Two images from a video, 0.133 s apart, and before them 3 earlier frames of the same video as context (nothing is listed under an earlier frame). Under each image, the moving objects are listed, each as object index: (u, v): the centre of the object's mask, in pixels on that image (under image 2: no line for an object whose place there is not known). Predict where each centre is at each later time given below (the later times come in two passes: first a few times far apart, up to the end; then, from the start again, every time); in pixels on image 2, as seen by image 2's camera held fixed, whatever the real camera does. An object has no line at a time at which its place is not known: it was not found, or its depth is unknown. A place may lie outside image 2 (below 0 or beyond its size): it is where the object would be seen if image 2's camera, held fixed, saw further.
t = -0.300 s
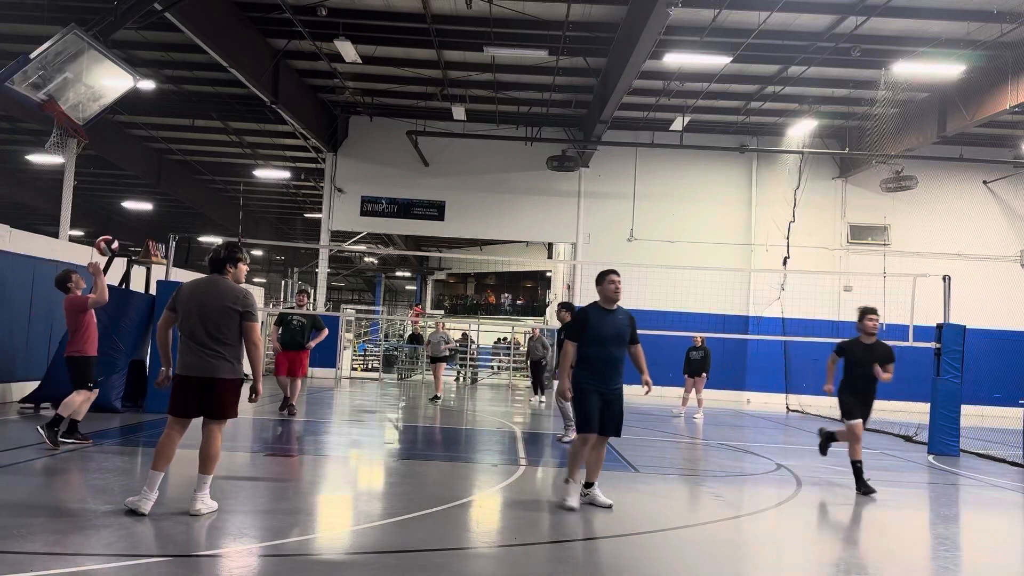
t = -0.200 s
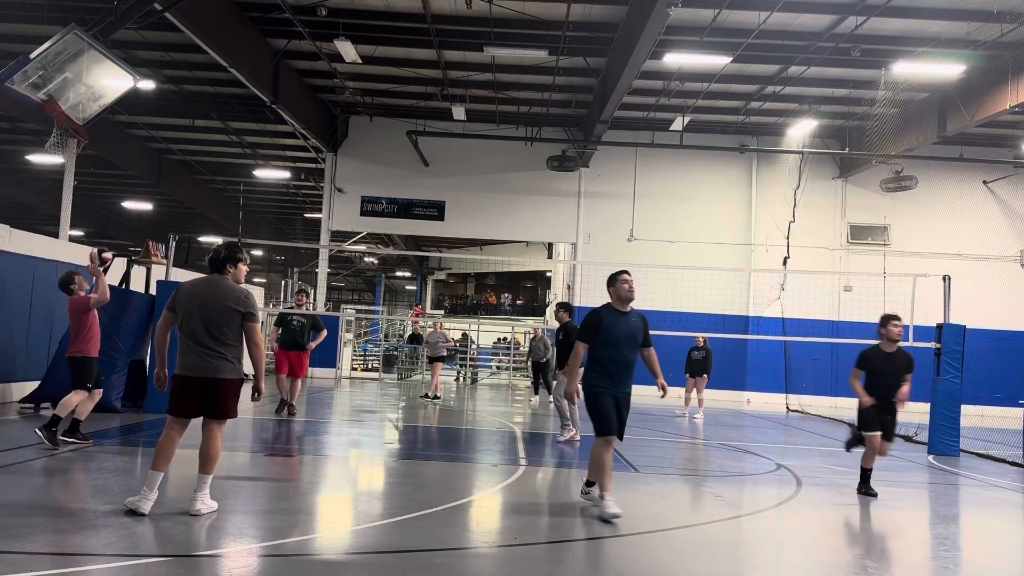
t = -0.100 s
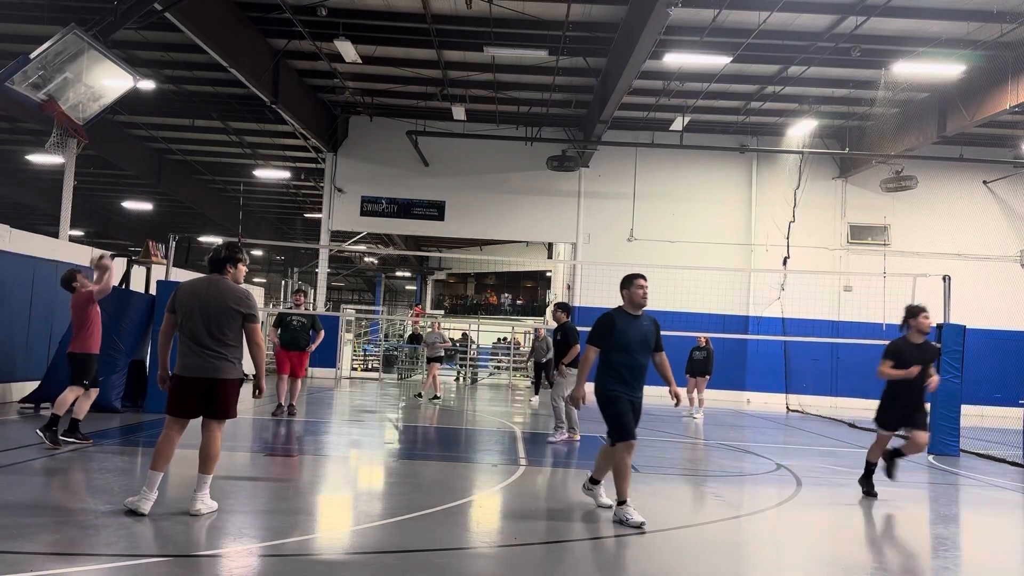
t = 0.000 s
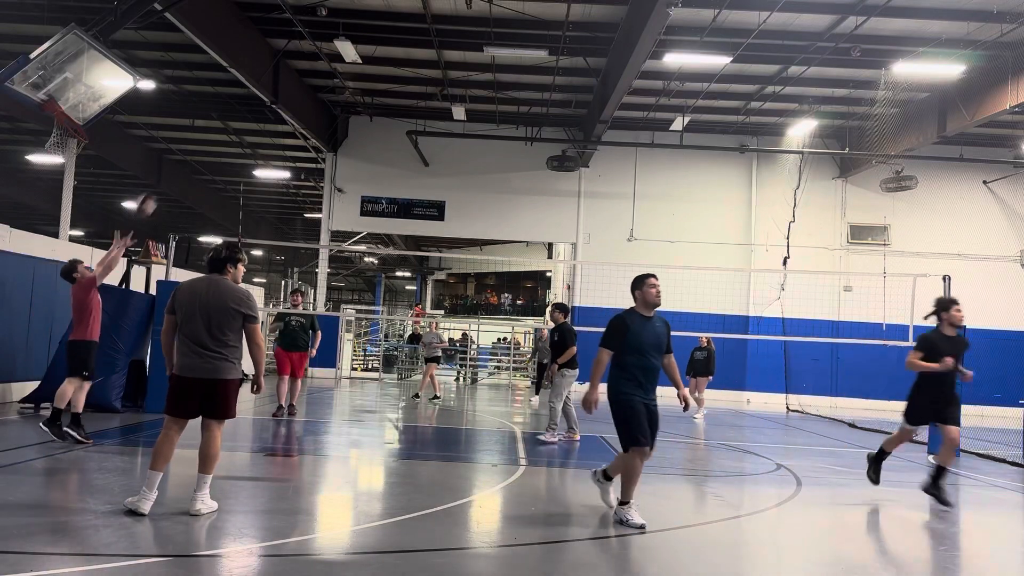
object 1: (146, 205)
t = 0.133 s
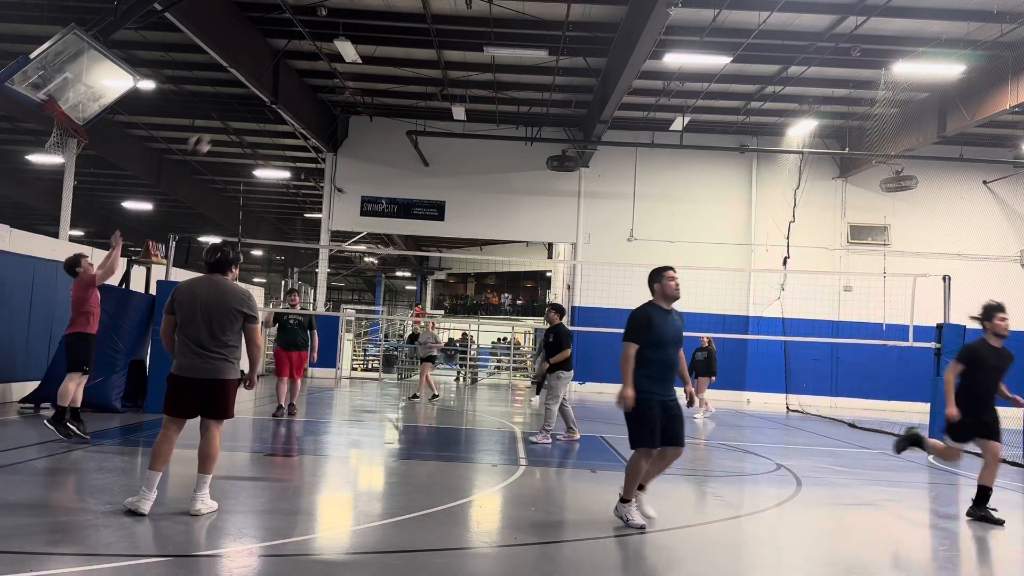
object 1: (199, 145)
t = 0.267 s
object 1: (247, 103)
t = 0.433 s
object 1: (301, 77)
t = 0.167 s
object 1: (213, 131)
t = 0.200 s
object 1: (225, 121)
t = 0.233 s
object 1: (236, 112)
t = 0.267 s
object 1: (247, 103)
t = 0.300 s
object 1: (258, 96)
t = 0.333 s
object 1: (270, 90)
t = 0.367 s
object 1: (280, 85)
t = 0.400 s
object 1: (291, 81)
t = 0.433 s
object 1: (301, 77)
